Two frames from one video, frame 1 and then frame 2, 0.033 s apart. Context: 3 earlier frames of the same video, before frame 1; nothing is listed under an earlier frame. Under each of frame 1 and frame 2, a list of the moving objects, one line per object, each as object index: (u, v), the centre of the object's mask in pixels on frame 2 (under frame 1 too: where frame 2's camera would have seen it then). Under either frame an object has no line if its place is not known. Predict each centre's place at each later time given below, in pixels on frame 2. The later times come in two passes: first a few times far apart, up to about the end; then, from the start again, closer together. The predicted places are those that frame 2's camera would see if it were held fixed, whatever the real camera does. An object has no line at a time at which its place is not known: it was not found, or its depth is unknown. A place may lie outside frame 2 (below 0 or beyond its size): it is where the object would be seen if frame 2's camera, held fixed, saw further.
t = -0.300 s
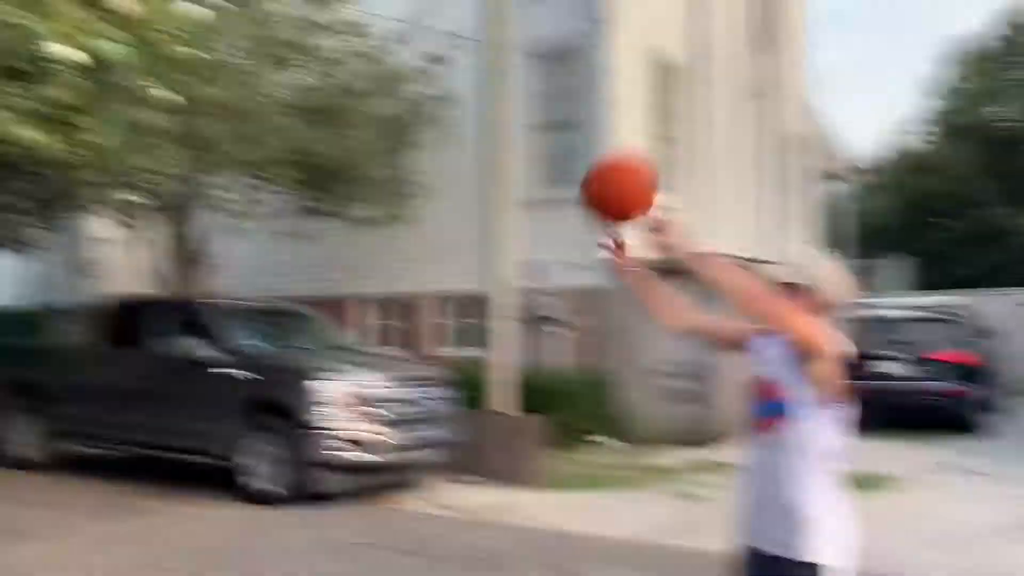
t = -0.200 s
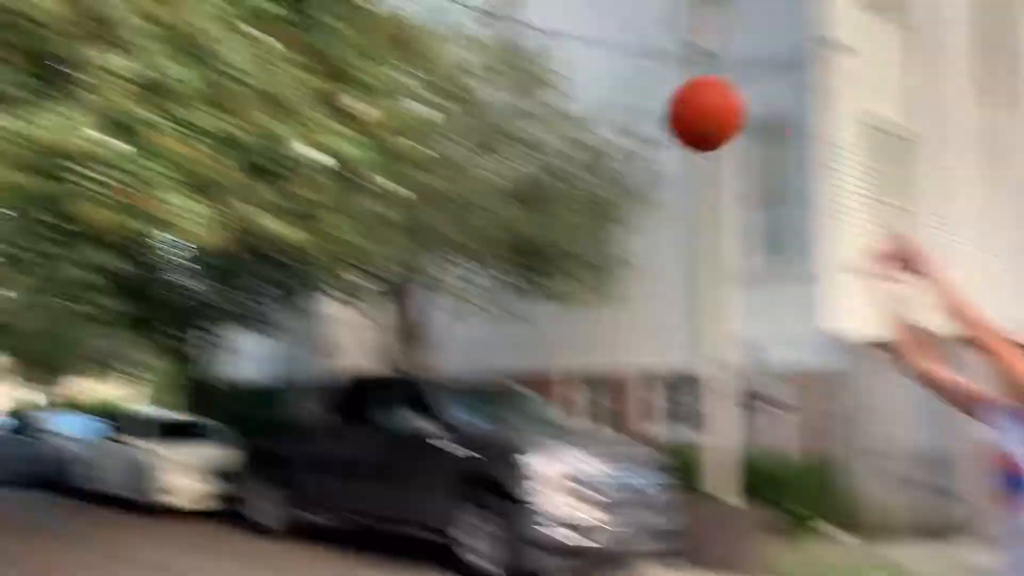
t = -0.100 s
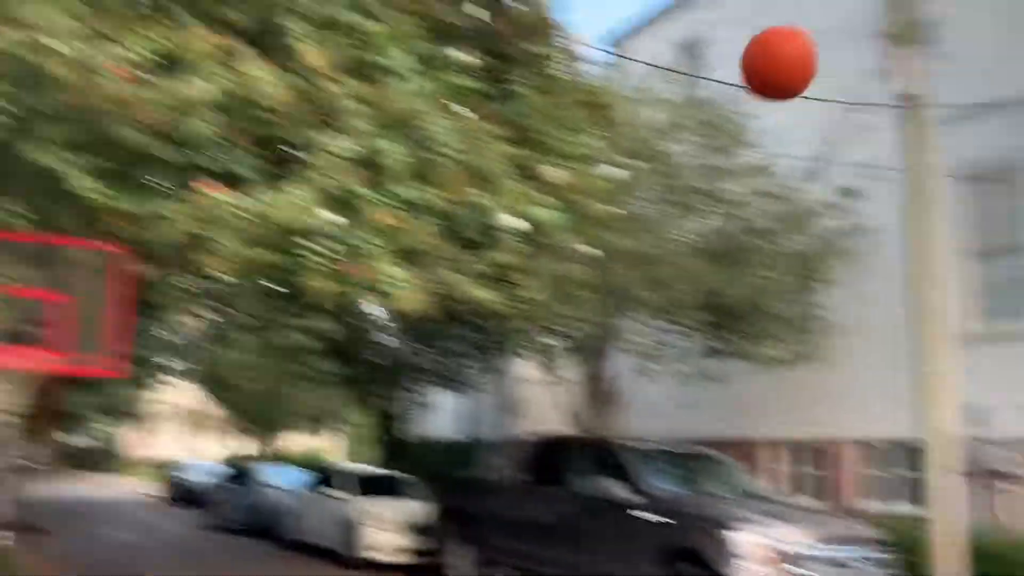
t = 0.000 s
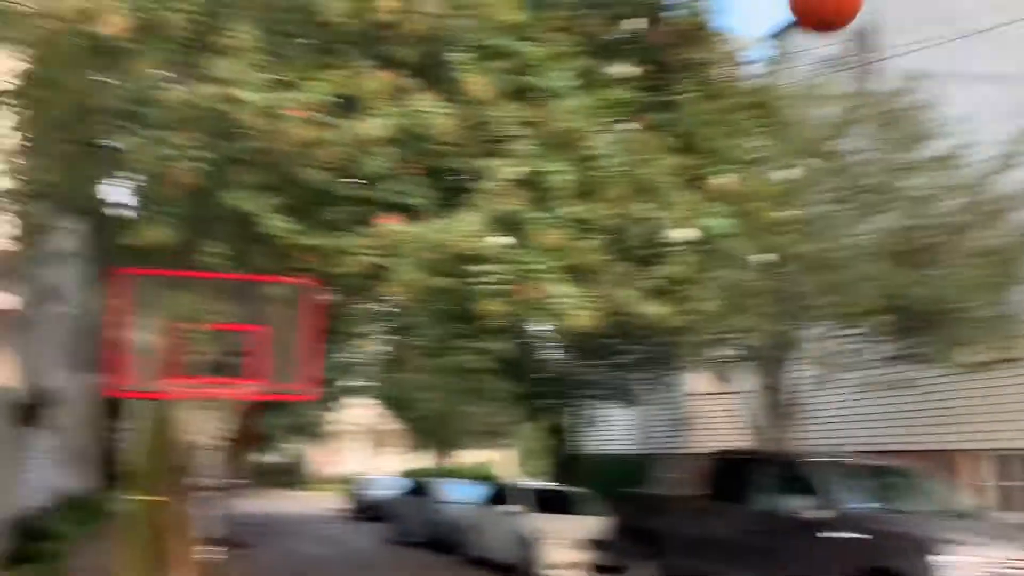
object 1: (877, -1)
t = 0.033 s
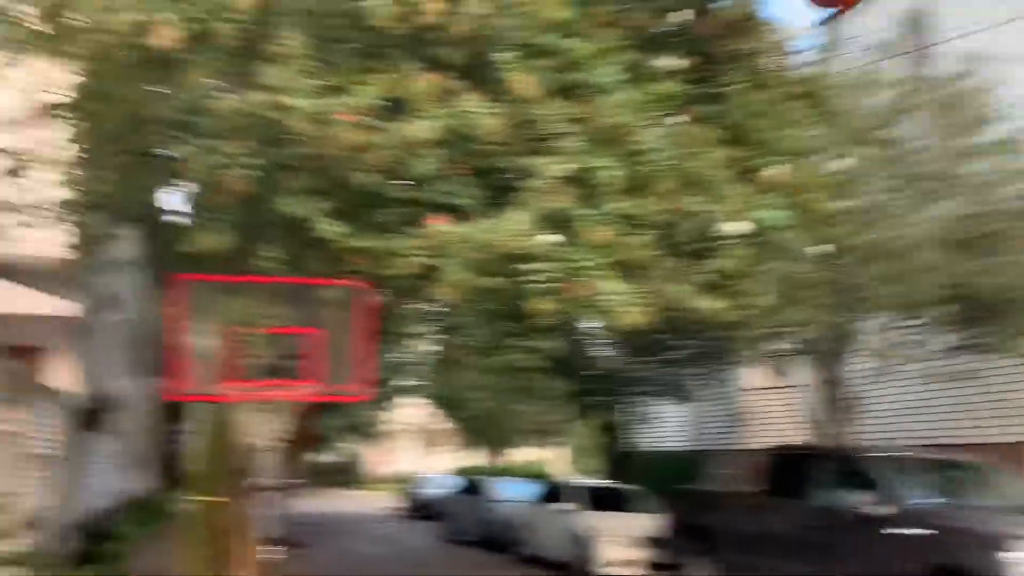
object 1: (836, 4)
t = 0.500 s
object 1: (411, 121)
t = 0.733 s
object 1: (276, 302)
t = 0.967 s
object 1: (198, 328)
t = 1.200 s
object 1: (136, 333)
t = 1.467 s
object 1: (53, 464)
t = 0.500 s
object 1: (411, 121)
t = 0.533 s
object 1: (393, 133)
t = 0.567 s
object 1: (373, 157)
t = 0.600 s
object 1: (352, 183)
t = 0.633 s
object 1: (332, 211)
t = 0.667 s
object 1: (313, 241)
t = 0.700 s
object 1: (294, 270)
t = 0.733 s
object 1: (276, 302)
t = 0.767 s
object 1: (258, 333)
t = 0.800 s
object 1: (240, 368)
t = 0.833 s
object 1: (230, 369)
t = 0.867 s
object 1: (222, 357)
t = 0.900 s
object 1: (215, 344)
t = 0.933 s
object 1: (207, 335)
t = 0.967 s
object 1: (198, 328)
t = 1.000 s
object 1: (189, 323)
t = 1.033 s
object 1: (181, 320)
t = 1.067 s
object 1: (172, 319)
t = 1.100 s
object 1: (164, 319)
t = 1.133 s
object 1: (155, 321)
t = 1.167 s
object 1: (146, 326)
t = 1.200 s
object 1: (136, 333)
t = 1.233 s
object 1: (126, 340)
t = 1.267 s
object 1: (117, 351)
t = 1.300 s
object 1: (107, 364)
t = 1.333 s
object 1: (98, 379)
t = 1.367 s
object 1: (86, 398)
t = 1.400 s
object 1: (76, 416)
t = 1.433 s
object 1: (63, 440)
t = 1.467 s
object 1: (53, 464)
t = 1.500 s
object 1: (41, 492)
